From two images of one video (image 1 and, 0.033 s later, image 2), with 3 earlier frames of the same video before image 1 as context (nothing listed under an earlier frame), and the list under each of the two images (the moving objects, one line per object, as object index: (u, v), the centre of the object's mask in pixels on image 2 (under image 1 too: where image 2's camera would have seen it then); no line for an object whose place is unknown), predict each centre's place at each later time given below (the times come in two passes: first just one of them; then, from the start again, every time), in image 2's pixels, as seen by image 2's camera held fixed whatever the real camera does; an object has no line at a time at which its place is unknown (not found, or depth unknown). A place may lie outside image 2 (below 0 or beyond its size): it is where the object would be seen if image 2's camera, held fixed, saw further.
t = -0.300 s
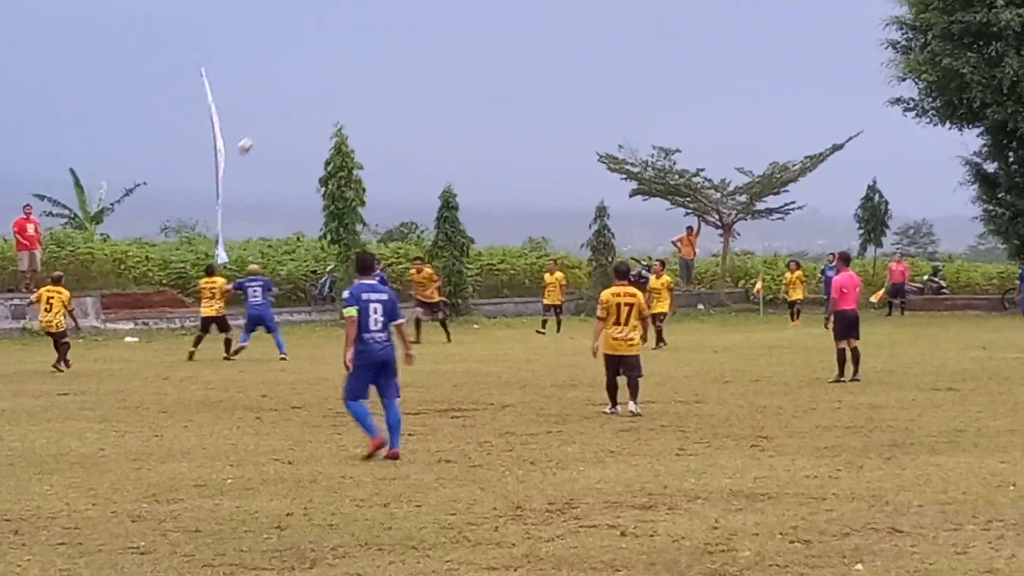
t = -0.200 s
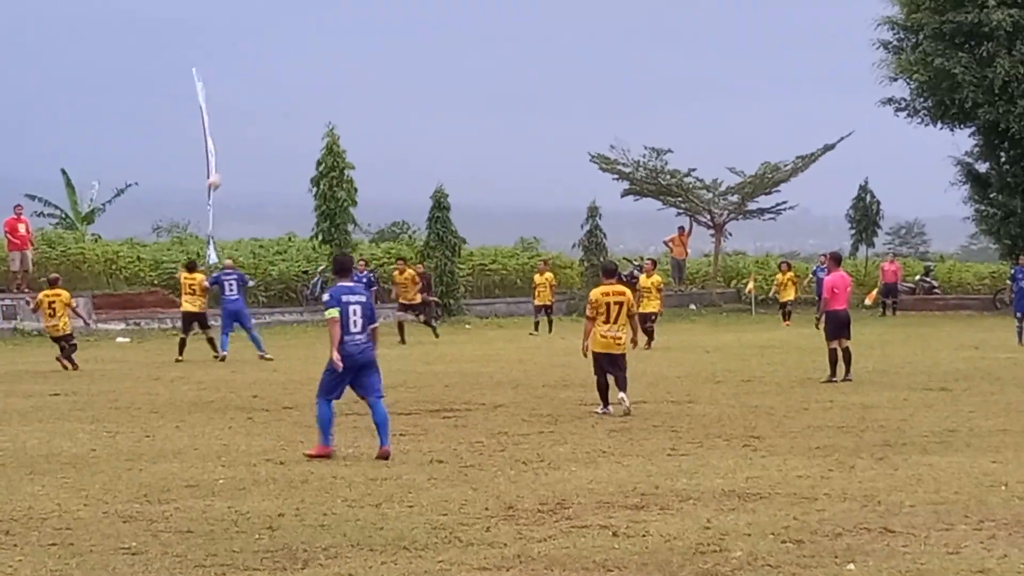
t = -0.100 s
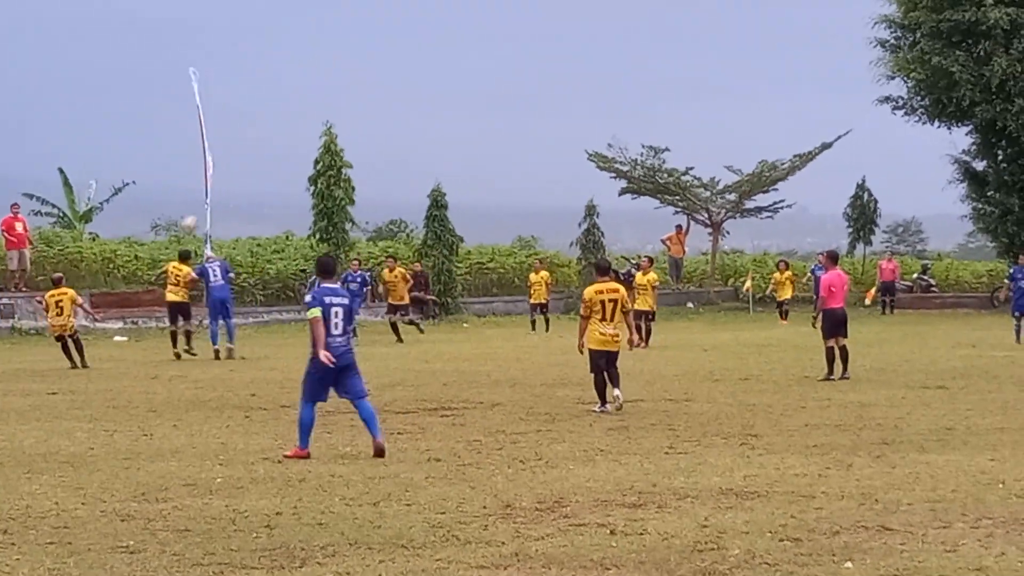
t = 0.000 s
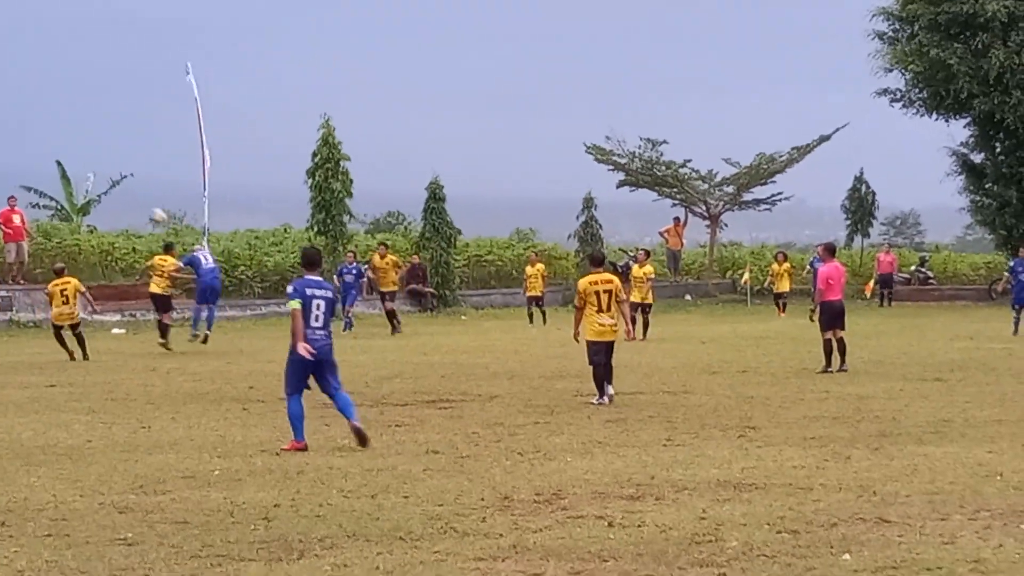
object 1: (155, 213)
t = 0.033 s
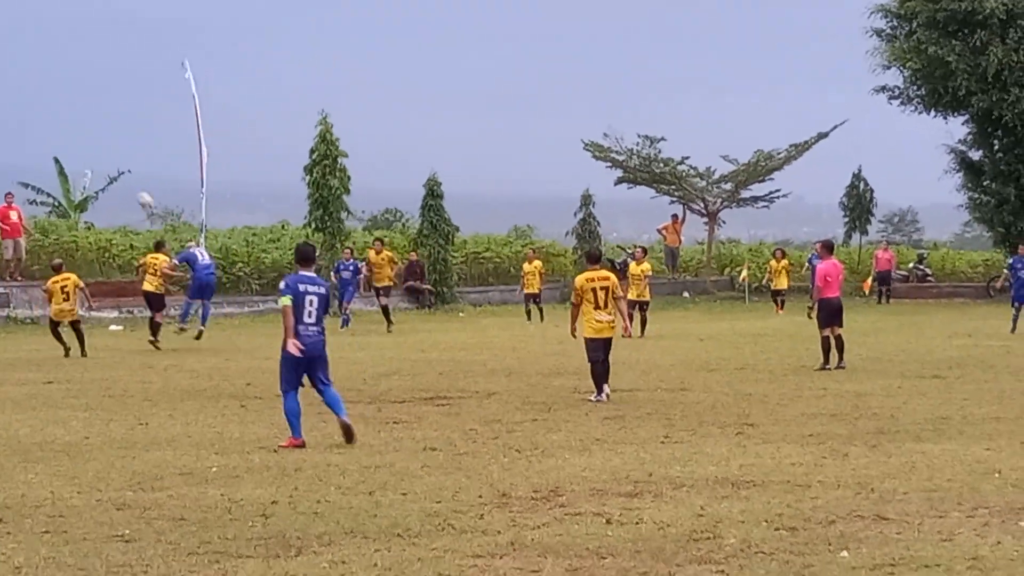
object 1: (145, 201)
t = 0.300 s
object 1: (65, 125)
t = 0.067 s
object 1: (135, 189)
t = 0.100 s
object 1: (124, 176)
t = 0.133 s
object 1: (115, 167)
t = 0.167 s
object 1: (105, 157)
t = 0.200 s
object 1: (94, 147)
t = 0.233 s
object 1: (85, 139)
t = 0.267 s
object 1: (75, 131)
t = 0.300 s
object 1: (65, 125)
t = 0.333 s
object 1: (55, 118)
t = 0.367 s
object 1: (44, 112)
